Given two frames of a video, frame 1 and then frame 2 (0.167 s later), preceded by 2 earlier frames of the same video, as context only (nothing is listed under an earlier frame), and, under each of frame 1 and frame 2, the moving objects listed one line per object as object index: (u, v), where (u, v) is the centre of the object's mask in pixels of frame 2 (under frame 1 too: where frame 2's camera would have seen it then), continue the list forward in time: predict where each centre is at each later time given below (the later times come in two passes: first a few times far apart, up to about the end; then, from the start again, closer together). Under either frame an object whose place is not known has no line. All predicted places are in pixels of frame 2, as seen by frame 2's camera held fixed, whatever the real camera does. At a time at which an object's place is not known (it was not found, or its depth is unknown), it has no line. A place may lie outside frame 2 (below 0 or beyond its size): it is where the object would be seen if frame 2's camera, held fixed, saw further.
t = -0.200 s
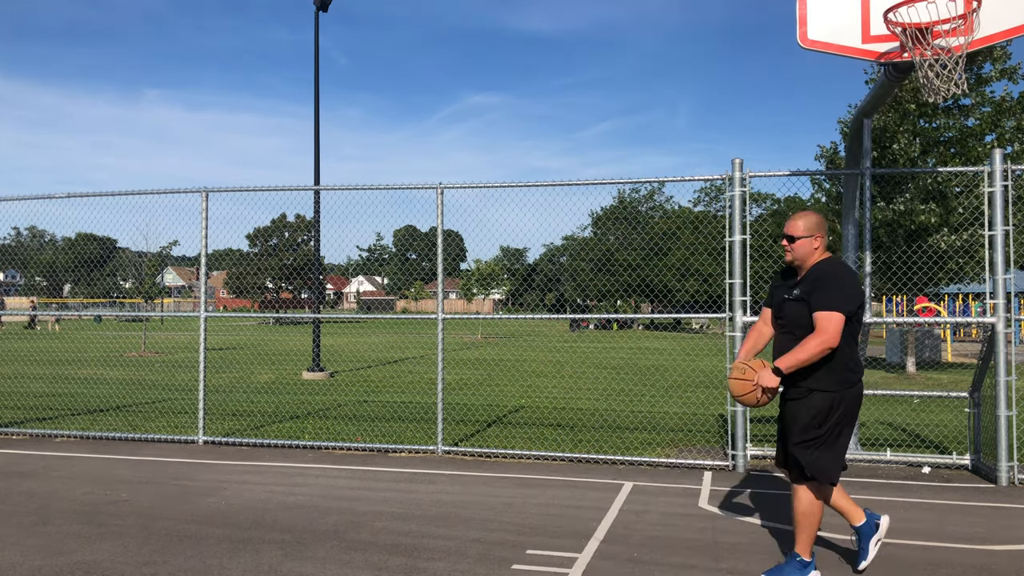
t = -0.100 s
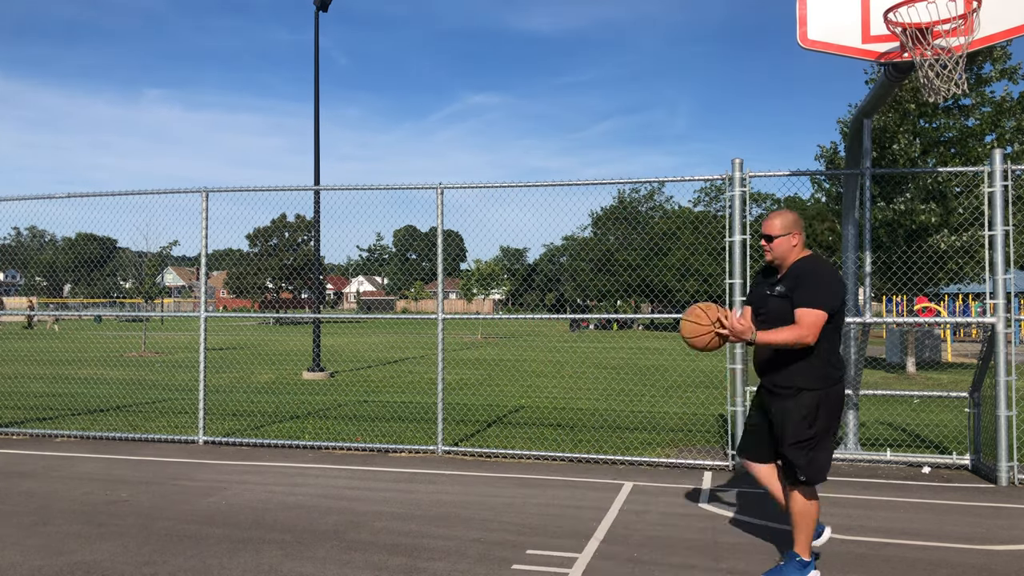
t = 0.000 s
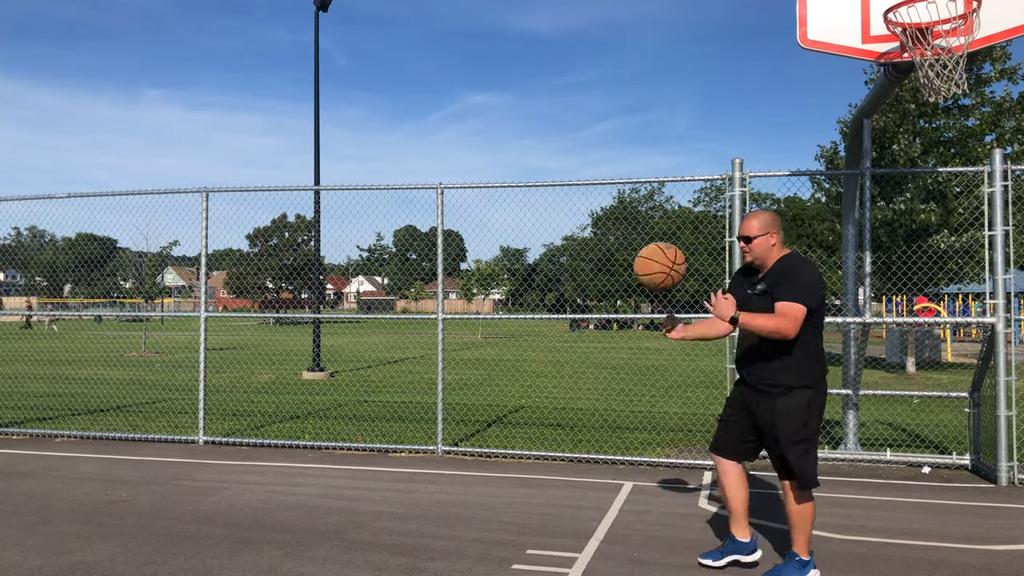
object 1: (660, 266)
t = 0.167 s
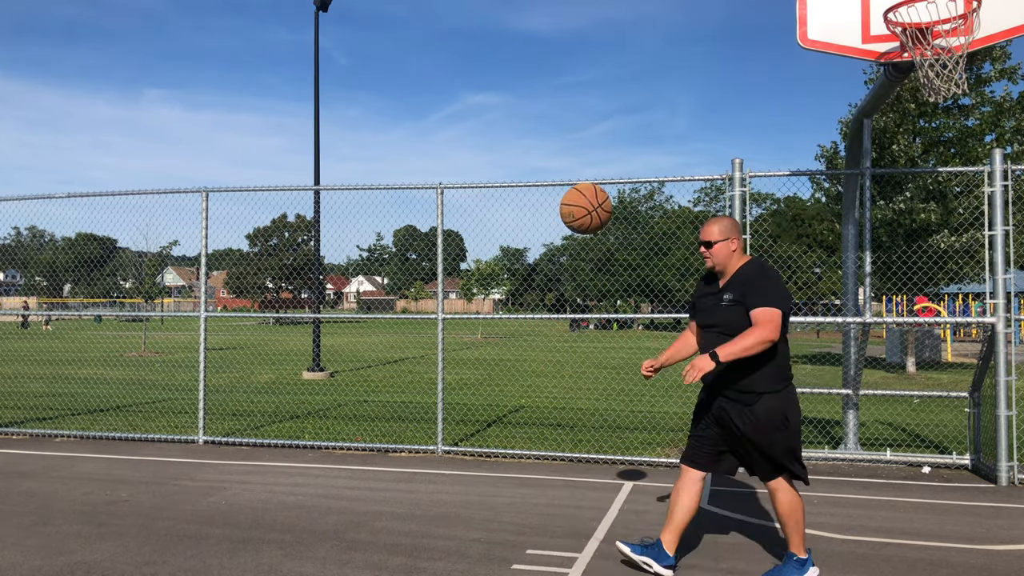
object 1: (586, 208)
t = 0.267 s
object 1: (541, 200)
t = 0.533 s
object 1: (420, 276)
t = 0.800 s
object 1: (287, 520)
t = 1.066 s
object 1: (301, 437)
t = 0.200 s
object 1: (571, 203)
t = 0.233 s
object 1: (557, 200)
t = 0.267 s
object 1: (541, 200)
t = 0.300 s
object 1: (526, 201)
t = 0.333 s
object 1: (511, 204)
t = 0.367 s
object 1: (497, 210)
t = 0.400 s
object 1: (482, 219)
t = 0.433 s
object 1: (467, 229)
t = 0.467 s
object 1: (451, 242)
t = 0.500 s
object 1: (436, 257)
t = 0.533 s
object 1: (420, 276)
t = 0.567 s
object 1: (404, 297)
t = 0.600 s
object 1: (388, 320)
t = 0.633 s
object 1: (372, 346)
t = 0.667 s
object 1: (356, 375)
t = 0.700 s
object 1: (339, 407)
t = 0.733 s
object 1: (321, 442)
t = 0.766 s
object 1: (304, 480)
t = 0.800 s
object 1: (287, 520)
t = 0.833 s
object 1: (270, 557)
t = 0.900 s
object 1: (261, 563)
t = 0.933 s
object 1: (269, 543)
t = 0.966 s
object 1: (277, 513)
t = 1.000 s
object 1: (285, 485)
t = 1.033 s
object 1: (293, 460)
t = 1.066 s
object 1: (301, 437)
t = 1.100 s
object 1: (310, 417)
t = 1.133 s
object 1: (318, 400)
